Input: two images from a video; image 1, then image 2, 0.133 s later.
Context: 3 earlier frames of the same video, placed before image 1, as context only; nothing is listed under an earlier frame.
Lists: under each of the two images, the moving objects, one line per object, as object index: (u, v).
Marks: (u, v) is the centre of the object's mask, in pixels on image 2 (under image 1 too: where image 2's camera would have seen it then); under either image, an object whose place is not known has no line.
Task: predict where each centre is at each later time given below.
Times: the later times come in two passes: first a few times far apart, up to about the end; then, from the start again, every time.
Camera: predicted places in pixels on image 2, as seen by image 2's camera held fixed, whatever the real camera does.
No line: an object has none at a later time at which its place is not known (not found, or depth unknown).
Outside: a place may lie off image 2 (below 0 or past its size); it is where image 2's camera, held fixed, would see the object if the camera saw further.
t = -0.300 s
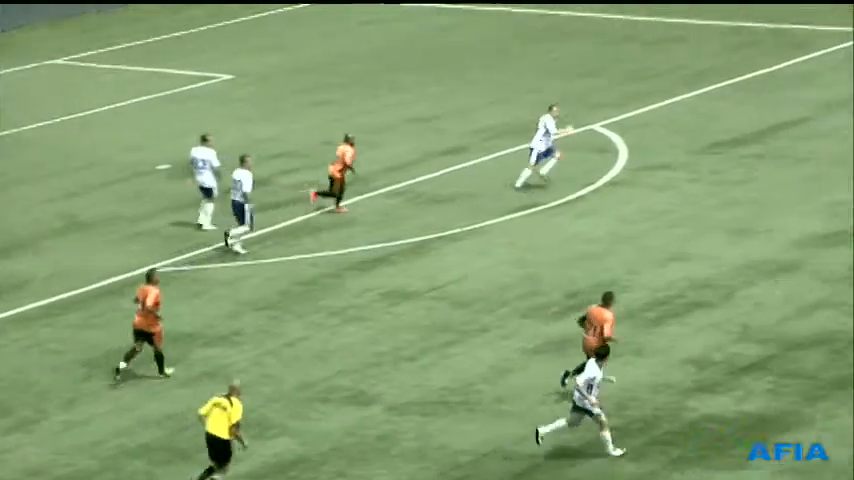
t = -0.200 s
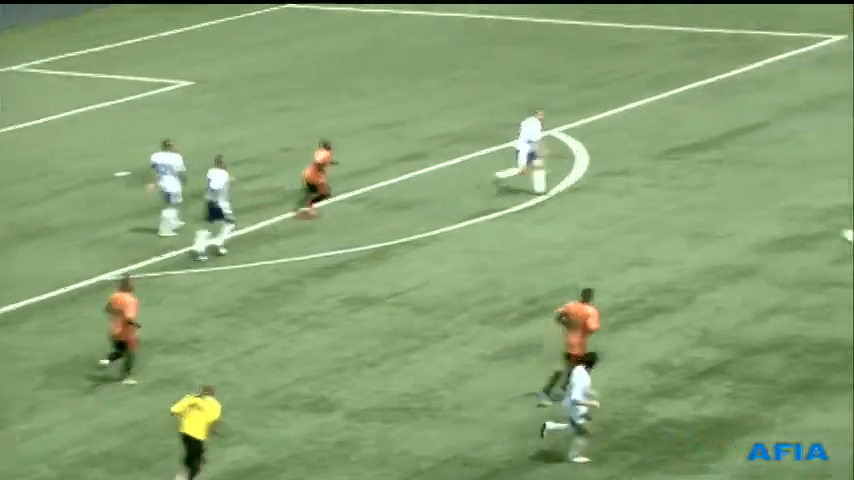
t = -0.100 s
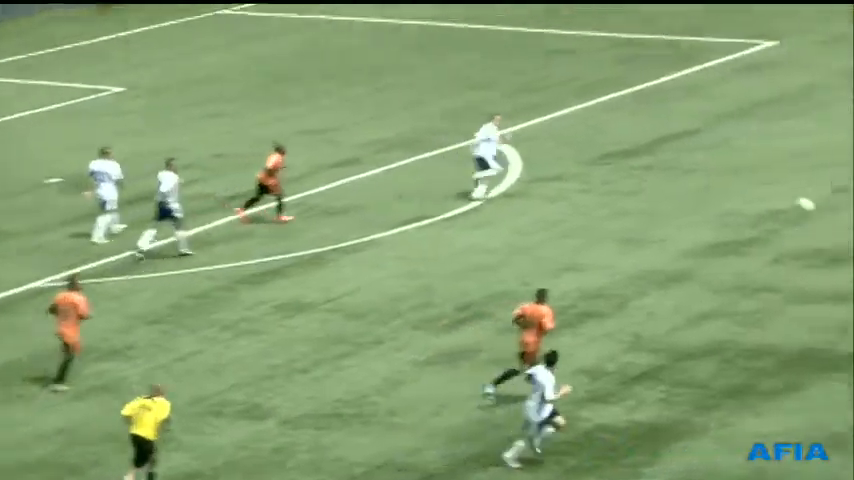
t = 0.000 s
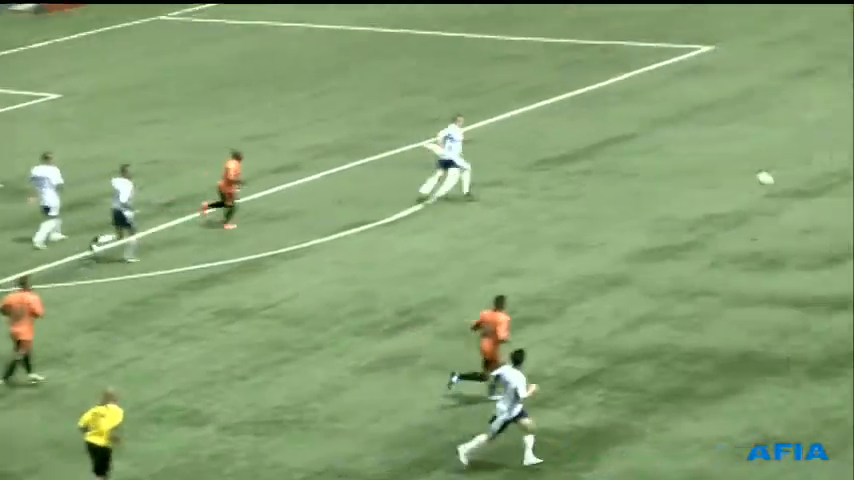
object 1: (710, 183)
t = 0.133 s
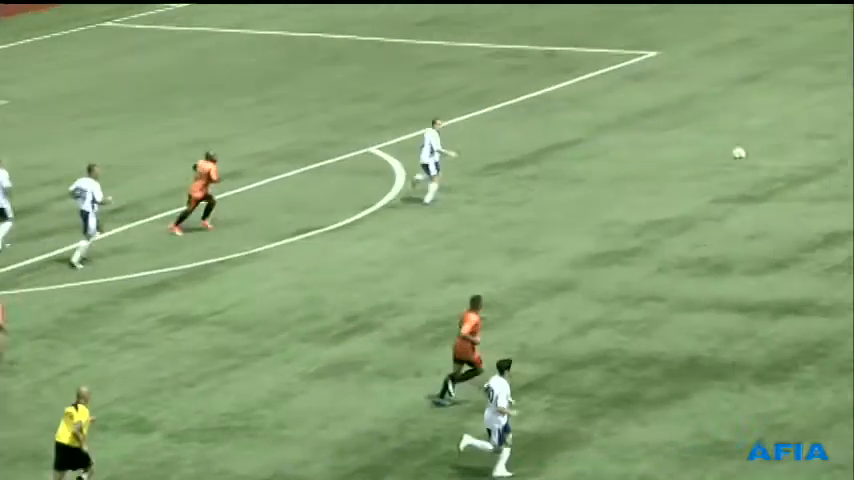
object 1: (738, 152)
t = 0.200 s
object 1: (752, 141)
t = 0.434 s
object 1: (799, 122)
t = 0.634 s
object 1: (837, 129)
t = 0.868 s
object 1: (877, 164)
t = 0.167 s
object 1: (746, 146)
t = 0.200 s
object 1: (752, 141)
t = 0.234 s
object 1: (759, 137)
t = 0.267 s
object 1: (766, 132)
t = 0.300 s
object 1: (773, 129)
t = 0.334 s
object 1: (779, 126)
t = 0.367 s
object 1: (785, 124)
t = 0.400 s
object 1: (792, 123)
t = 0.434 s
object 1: (799, 122)
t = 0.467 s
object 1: (805, 121)
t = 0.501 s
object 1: (811, 122)
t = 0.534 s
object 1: (818, 123)
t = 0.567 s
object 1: (824, 125)
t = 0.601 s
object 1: (830, 127)
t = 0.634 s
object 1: (837, 129)
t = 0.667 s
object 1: (842, 132)
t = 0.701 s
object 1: (849, 136)
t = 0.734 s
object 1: (854, 141)
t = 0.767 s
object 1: (860, 147)
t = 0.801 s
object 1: (866, 152)
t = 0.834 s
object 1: (872, 159)
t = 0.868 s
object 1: (877, 164)
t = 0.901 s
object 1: (884, 172)
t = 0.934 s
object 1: (888, 180)
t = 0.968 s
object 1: (893, 189)
